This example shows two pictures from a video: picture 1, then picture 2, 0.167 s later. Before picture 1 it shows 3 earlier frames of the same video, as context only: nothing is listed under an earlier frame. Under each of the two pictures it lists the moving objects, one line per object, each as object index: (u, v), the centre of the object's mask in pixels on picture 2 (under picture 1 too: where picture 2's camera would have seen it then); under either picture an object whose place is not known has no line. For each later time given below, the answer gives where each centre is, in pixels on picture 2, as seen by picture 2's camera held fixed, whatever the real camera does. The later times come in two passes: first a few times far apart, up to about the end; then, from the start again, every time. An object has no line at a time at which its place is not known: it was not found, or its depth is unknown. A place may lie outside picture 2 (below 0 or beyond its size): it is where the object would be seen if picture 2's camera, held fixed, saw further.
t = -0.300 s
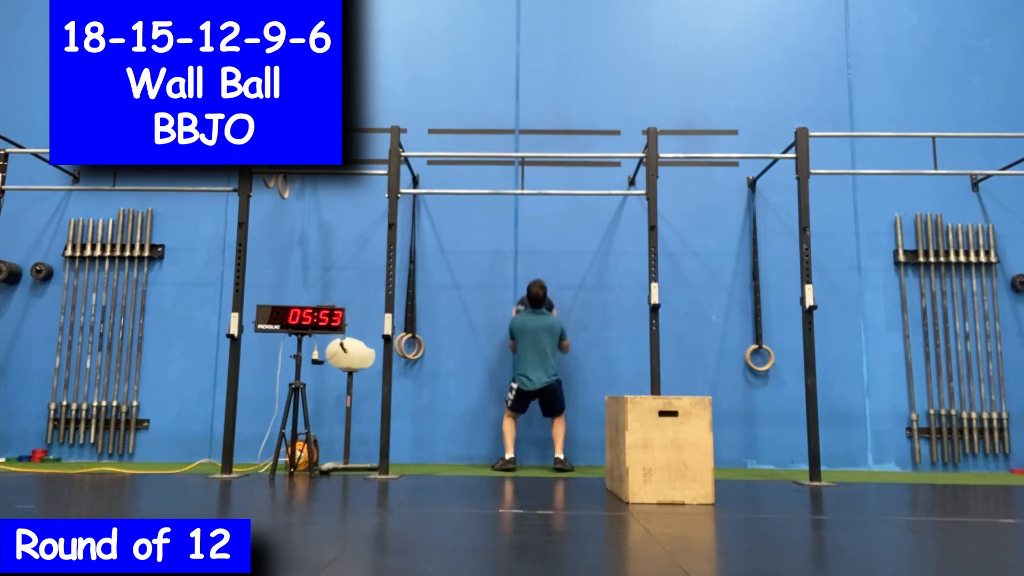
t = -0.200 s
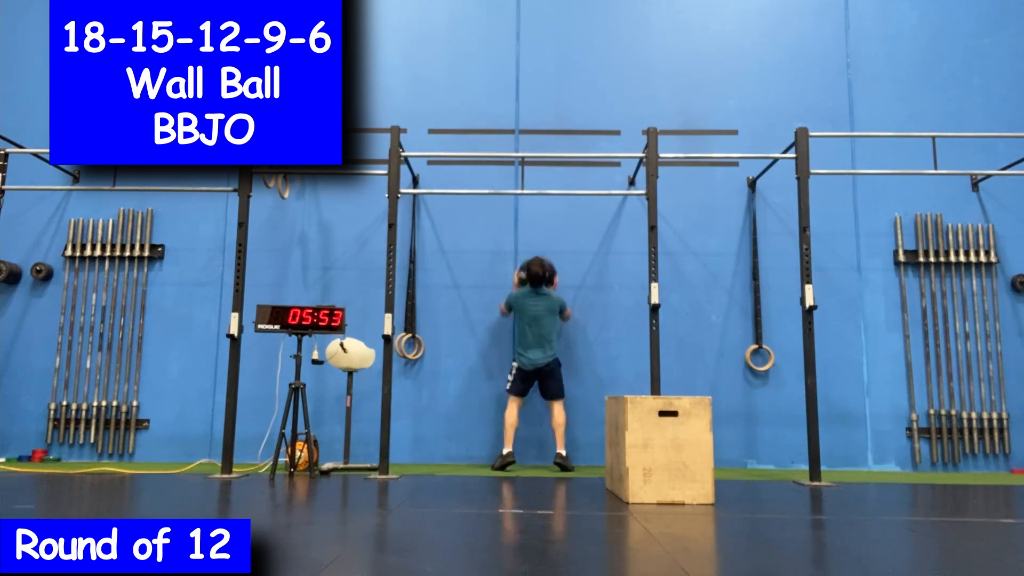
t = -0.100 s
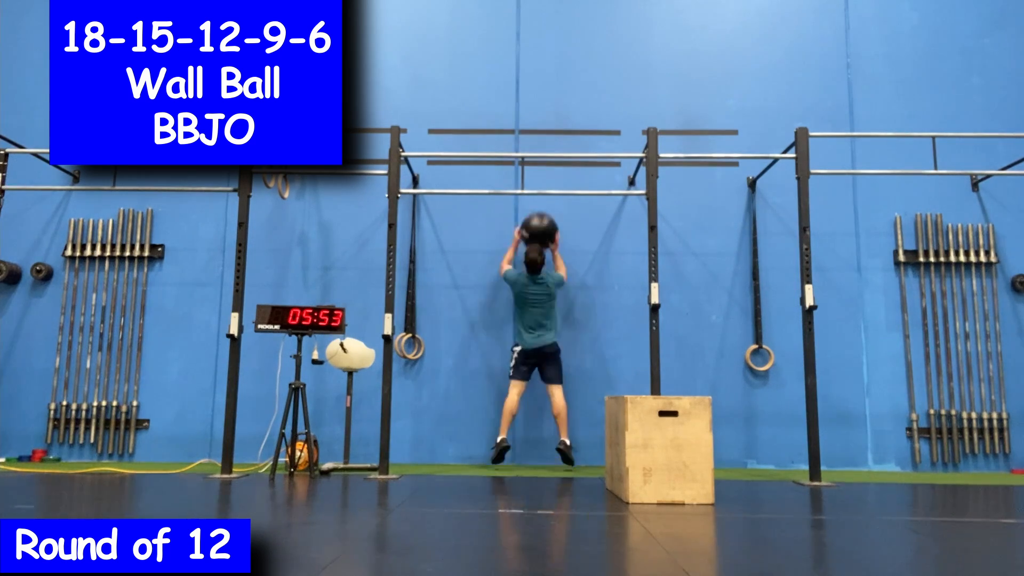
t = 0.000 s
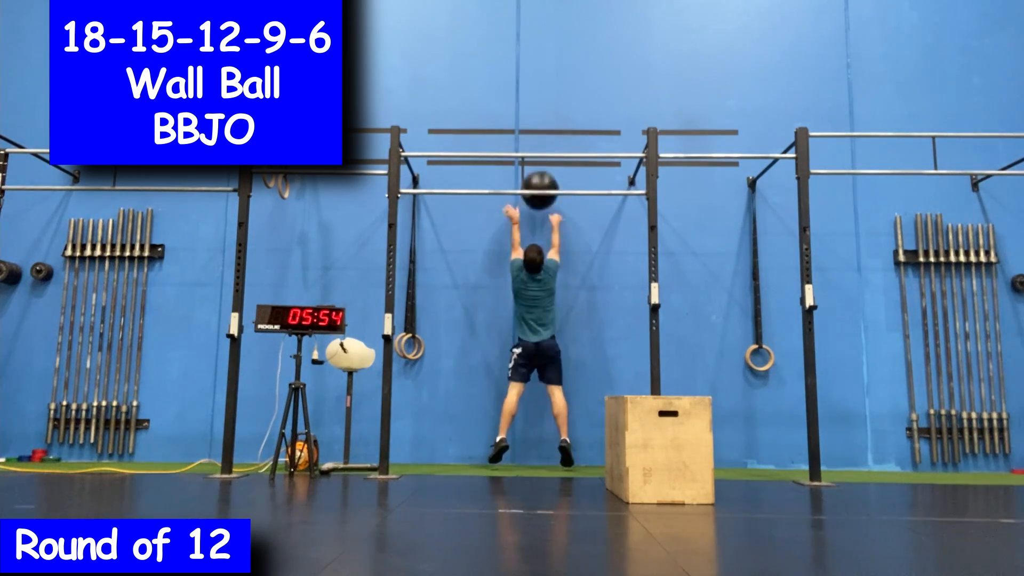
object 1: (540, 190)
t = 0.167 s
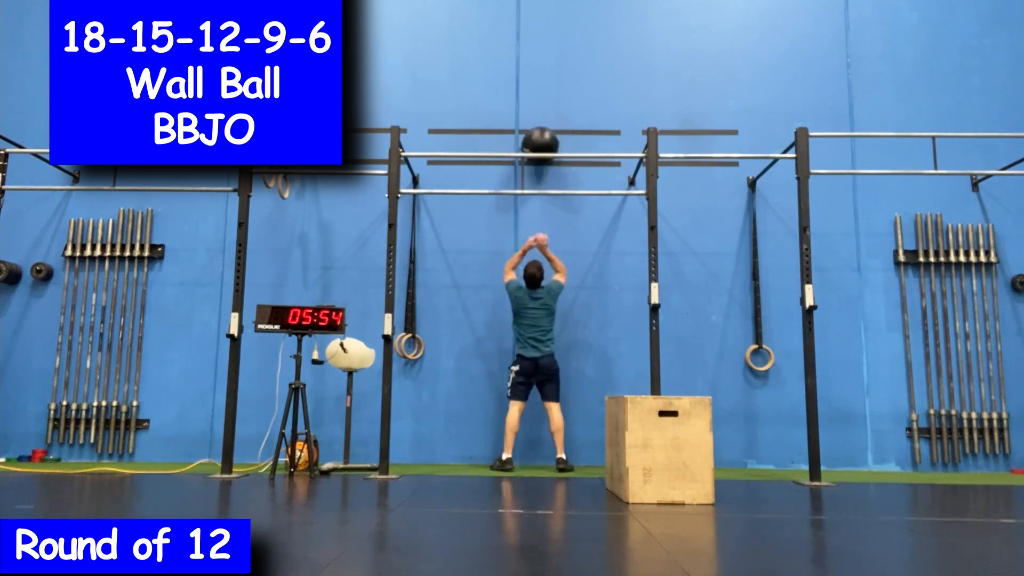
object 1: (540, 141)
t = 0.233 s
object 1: (540, 135)
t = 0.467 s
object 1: (541, 136)
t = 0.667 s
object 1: (543, 176)
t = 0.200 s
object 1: (540, 138)
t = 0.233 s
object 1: (540, 135)
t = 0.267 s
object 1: (540, 133)
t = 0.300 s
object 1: (540, 132)
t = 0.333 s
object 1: (540, 132)
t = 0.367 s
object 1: (540, 132)
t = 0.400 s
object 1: (540, 133)
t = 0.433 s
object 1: (541, 134)
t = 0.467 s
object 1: (541, 136)
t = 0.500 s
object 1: (541, 138)
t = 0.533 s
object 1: (541, 141)
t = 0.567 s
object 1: (542, 152)
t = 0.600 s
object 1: (542, 161)
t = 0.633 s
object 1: (542, 171)
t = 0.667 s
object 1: (543, 176)
